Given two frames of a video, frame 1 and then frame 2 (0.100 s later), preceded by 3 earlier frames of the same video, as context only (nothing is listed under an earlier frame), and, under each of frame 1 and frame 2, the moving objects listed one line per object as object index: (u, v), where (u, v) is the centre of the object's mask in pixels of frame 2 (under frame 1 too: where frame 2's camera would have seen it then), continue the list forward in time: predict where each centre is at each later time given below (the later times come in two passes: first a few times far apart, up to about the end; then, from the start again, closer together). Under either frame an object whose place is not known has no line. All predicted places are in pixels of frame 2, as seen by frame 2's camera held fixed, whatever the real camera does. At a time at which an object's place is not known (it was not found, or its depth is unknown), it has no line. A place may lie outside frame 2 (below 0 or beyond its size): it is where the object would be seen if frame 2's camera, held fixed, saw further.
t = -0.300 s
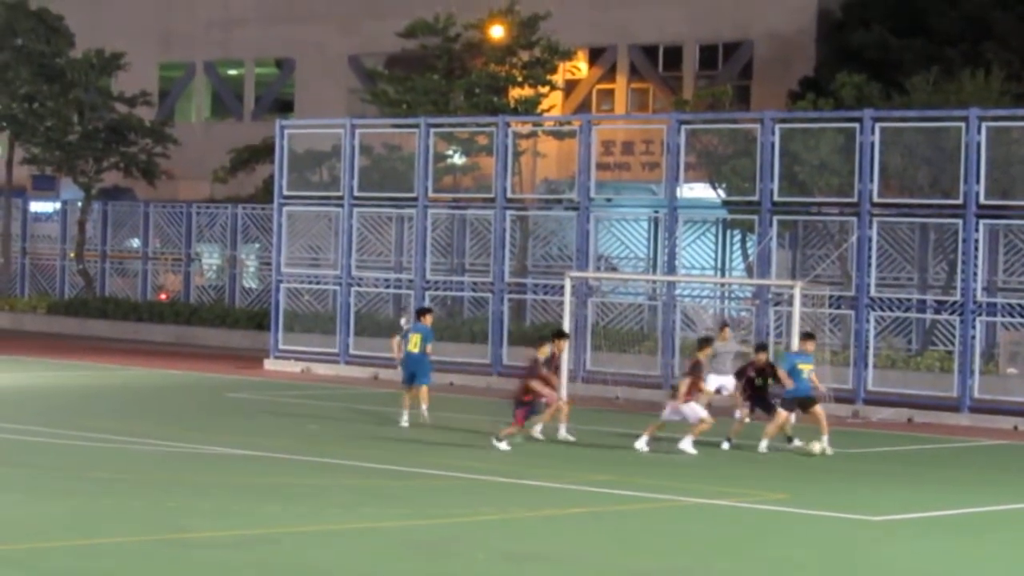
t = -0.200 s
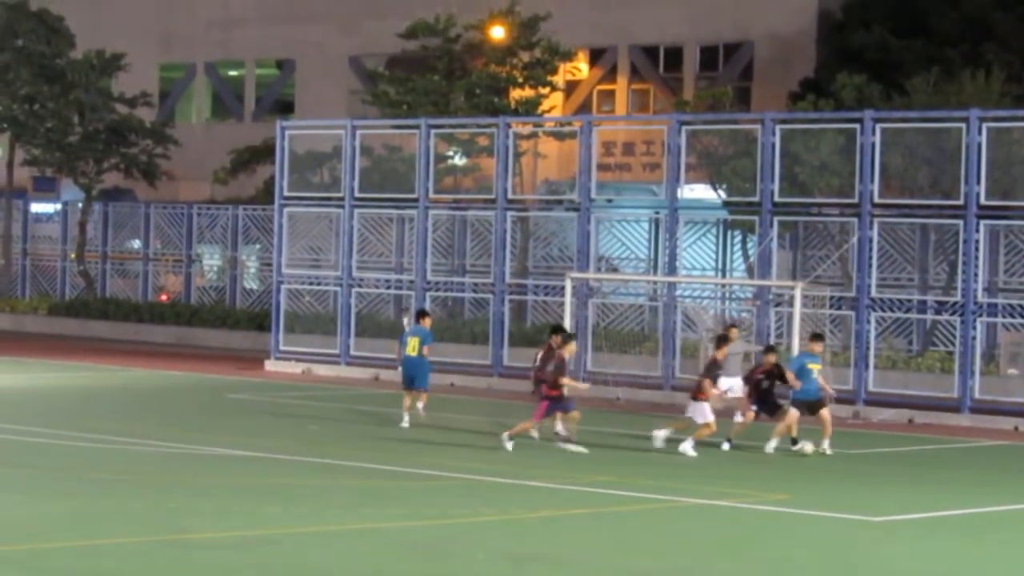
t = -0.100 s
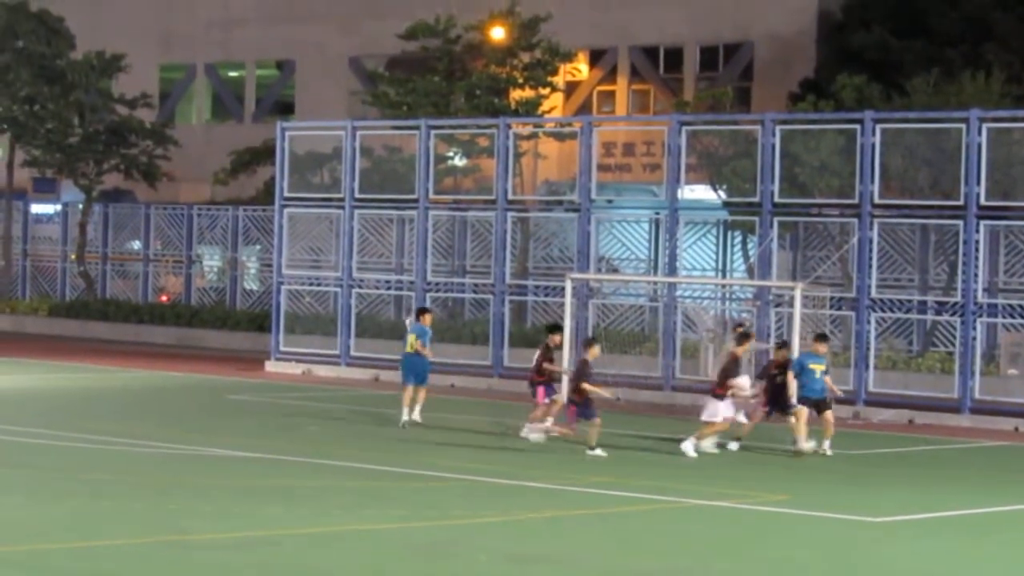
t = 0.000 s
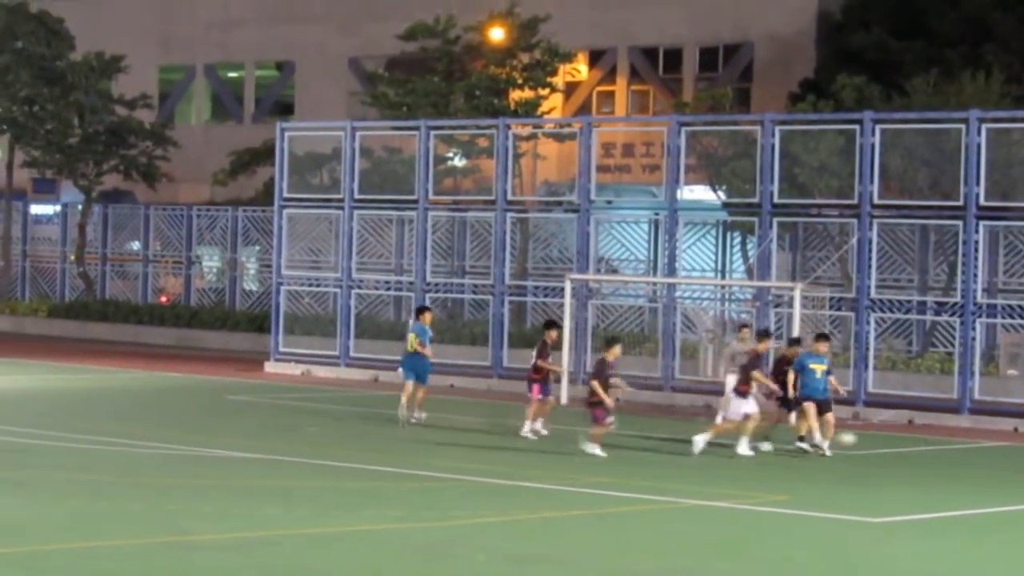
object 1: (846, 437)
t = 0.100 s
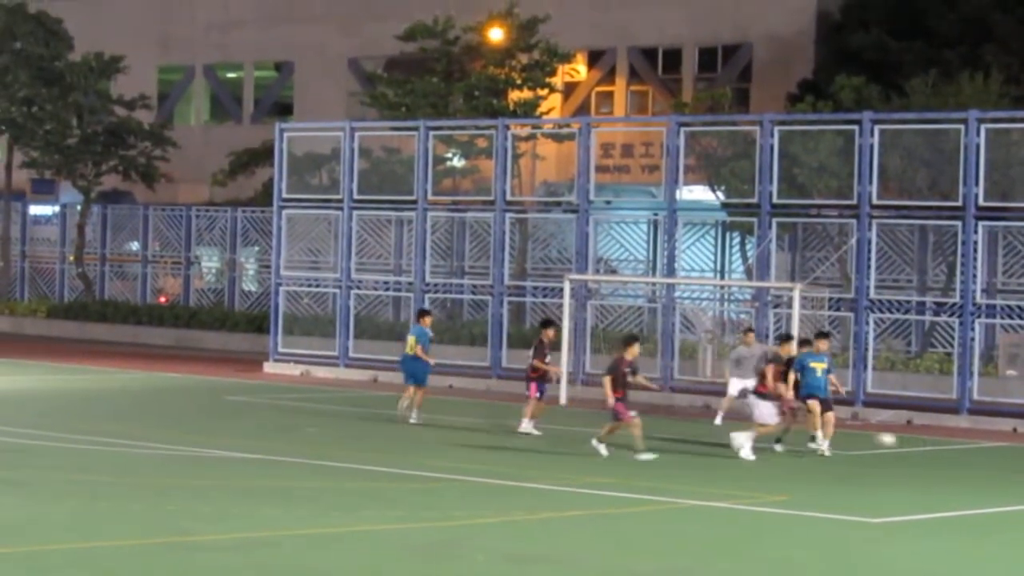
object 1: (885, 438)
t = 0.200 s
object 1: (926, 446)
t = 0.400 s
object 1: (994, 462)
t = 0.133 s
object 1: (898, 440)
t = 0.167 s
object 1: (911, 441)
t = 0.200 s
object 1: (926, 446)
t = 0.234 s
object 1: (941, 452)
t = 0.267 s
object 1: (953, 456)
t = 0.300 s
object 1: (964, 460)
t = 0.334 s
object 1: (976, 465)
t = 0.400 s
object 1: (994, 462)
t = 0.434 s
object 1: (1004, 460)
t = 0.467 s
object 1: (1015, 460)
